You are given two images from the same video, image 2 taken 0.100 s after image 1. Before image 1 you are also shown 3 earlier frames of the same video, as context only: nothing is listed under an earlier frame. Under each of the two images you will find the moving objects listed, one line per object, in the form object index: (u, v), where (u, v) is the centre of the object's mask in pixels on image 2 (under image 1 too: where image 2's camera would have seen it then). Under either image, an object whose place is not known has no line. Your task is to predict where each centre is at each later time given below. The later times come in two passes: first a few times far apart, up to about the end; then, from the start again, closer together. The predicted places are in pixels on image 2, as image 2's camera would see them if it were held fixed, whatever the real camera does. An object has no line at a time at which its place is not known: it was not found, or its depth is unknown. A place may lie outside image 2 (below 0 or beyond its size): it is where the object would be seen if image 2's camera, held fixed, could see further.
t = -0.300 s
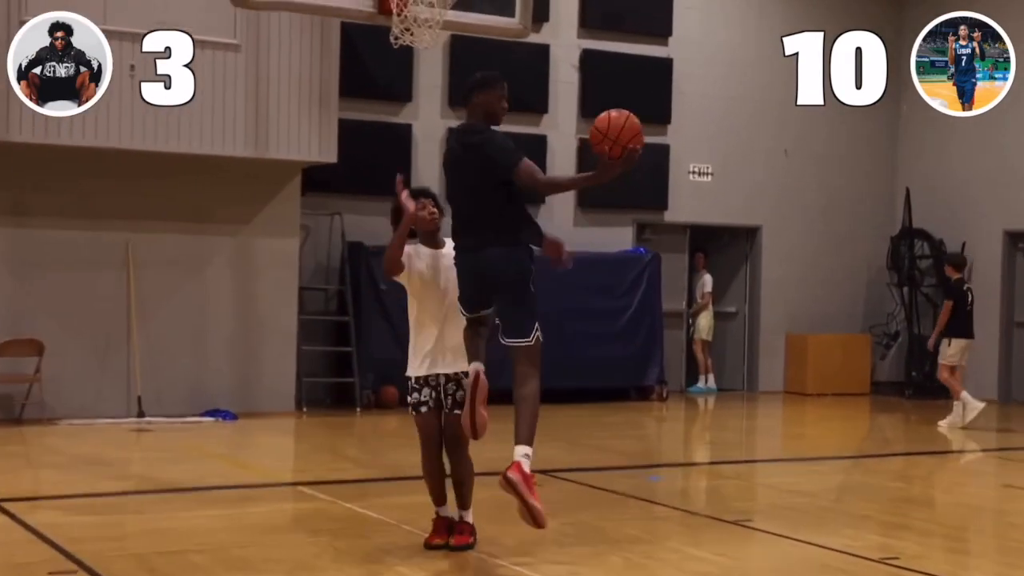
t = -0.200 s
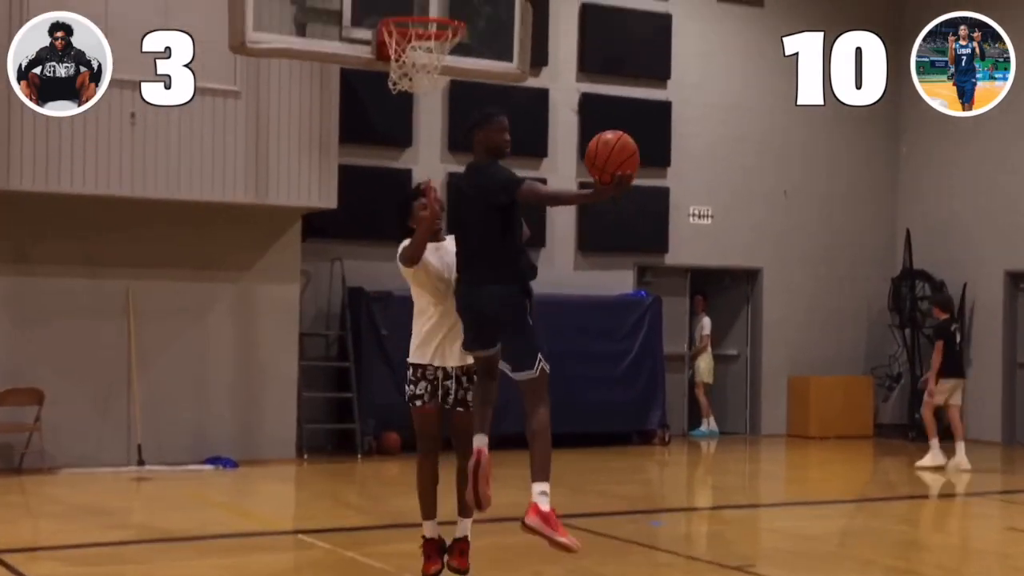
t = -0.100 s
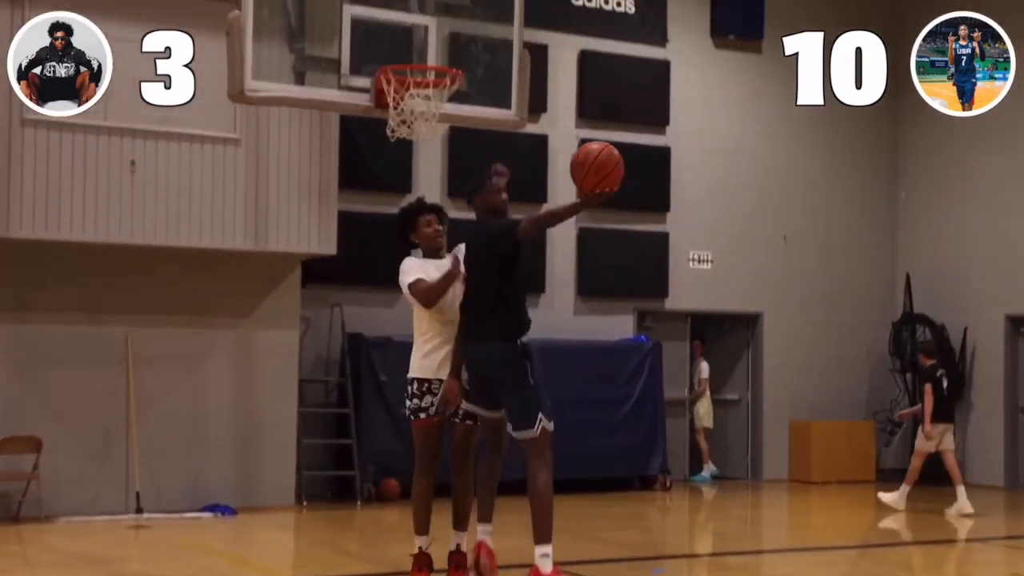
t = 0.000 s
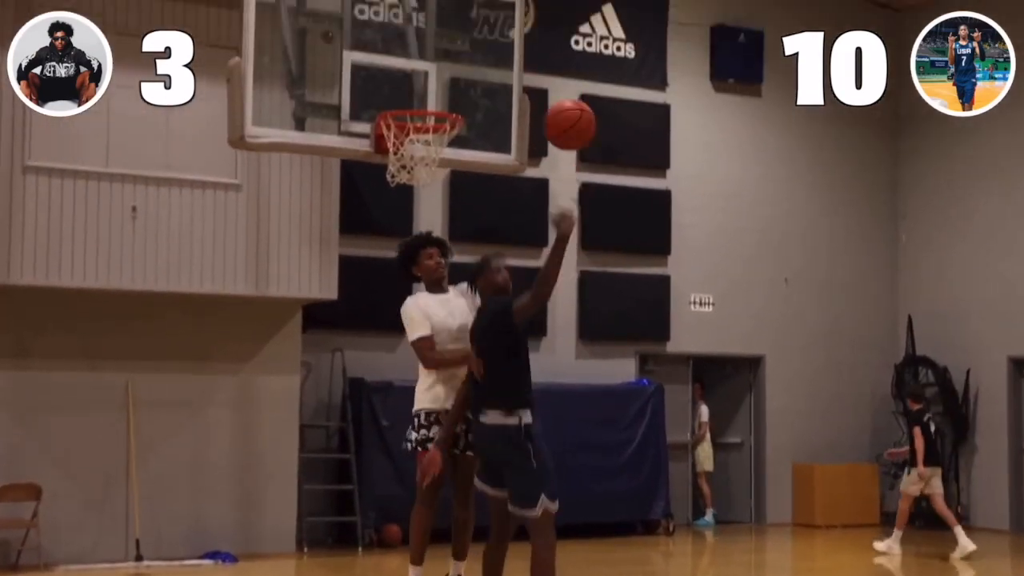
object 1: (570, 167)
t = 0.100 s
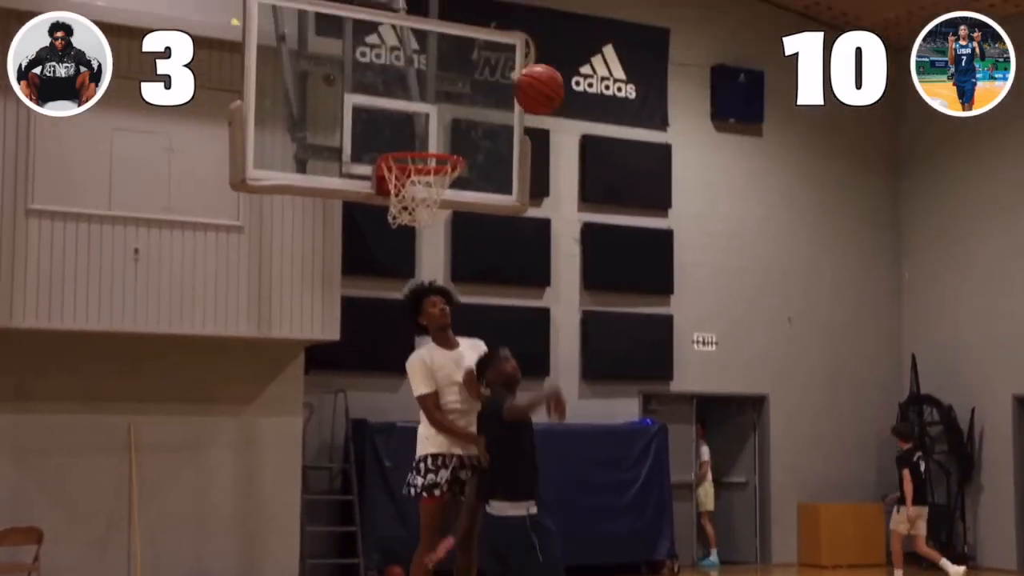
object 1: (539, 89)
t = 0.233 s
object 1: (501, 25)
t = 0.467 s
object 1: (443, 1)
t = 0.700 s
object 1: (392, 68)
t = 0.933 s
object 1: (425, 169)
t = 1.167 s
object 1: (411, 199)
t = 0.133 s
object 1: (530, 69)
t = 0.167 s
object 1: (520, 52)
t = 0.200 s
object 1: (511, 37)
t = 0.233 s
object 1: (501, 25)
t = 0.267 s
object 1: (493, 15)
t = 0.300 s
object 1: (484, 8)
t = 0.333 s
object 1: (475, 3)
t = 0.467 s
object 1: (443, 1)
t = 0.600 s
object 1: (413, 29)
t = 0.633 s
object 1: (406, 41)
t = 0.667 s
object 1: (399, 53)
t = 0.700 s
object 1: (392, 68)
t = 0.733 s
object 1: (396, 80)
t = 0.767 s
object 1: (403, 92)
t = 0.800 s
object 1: (411, 107)
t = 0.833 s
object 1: (420, 124)
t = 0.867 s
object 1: (428, 138)
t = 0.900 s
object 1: (429, 158)
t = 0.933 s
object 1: (425, 169)
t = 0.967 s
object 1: (419, 181)
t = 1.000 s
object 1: (415, 192)
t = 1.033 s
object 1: (413, 193)
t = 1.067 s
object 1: (411, 193)
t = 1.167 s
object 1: (411, 199)
